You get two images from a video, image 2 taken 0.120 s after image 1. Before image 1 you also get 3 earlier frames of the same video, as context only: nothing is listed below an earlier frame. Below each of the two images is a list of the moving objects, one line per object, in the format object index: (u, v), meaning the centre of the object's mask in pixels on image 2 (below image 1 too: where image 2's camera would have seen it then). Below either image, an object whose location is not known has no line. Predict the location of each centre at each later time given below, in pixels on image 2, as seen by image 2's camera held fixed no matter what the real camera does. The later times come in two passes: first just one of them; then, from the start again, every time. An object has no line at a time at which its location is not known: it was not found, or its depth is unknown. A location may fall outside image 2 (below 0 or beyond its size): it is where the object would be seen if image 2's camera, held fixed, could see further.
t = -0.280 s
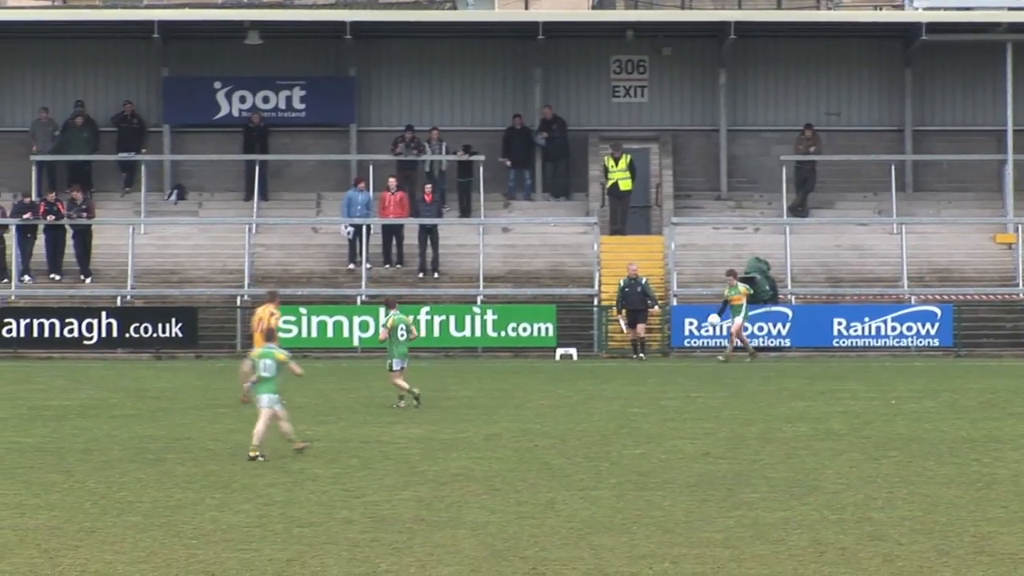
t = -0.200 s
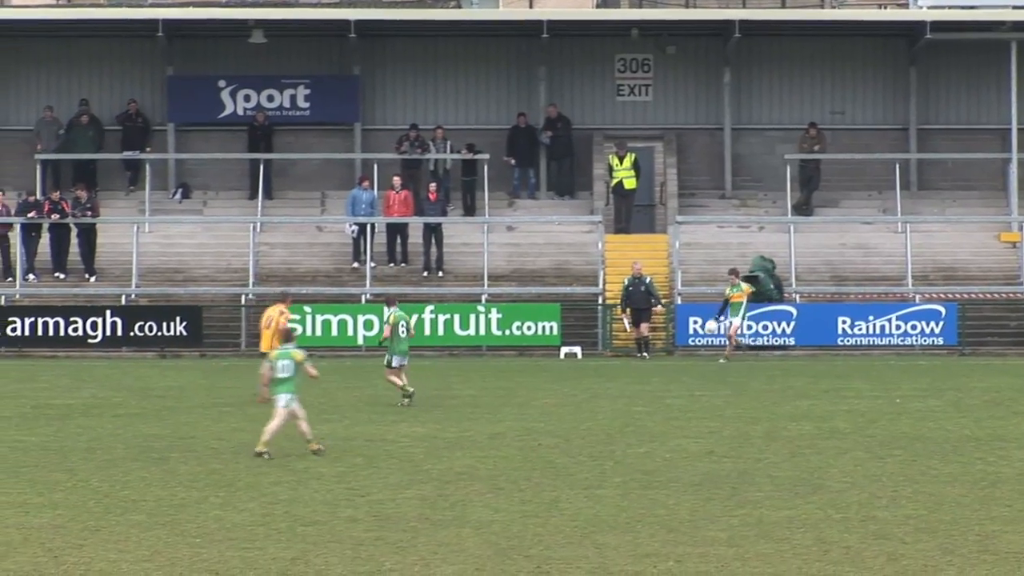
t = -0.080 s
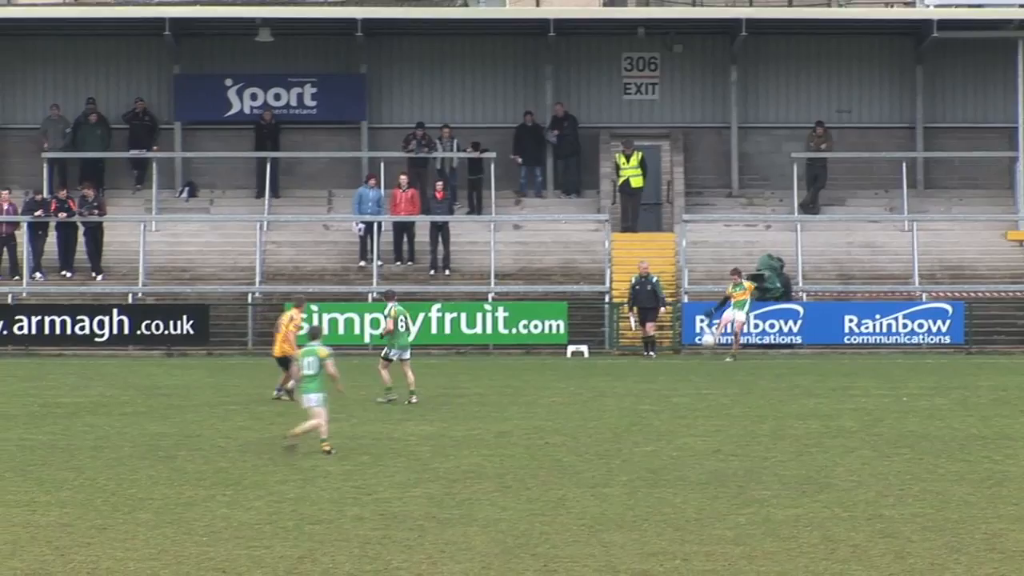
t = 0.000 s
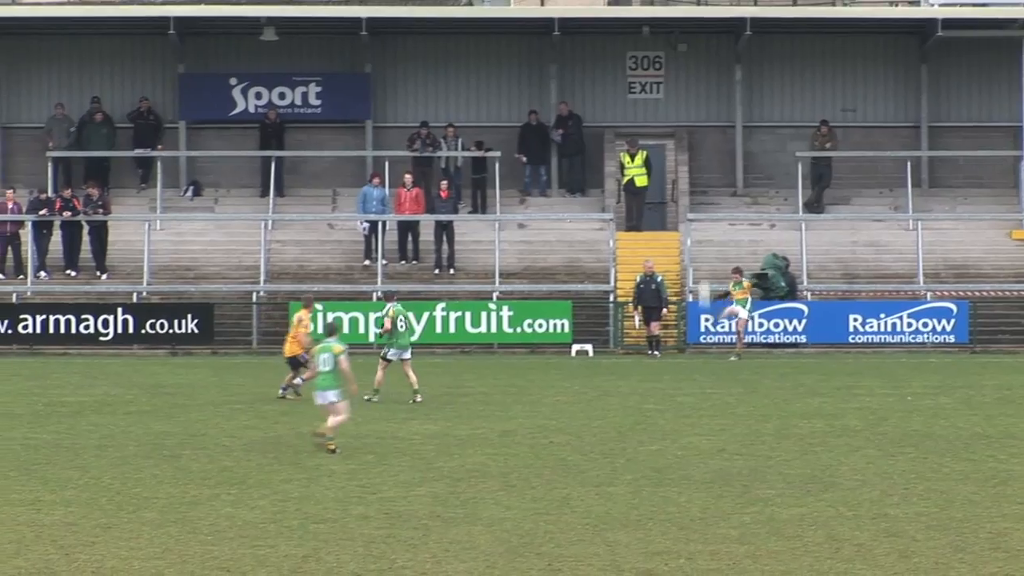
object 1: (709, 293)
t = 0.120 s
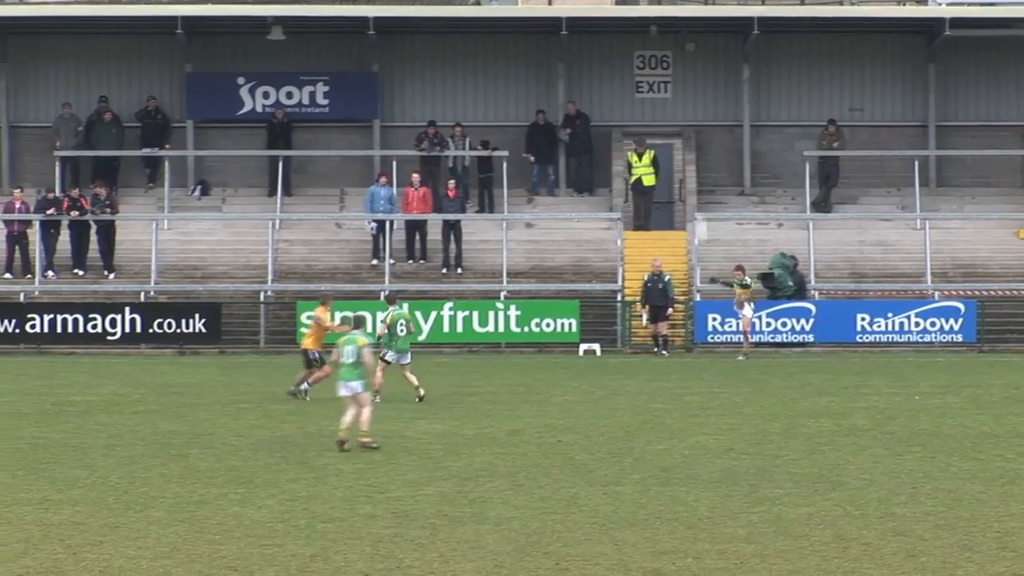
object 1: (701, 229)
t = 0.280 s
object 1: (694, 159)
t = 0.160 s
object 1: (698, 209)
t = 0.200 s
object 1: (696, 193)
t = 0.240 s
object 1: (694, 176)
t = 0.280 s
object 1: (694, 159)
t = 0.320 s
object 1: (692, 144)
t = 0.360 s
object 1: (691, 131)
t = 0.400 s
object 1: (690, 118)
